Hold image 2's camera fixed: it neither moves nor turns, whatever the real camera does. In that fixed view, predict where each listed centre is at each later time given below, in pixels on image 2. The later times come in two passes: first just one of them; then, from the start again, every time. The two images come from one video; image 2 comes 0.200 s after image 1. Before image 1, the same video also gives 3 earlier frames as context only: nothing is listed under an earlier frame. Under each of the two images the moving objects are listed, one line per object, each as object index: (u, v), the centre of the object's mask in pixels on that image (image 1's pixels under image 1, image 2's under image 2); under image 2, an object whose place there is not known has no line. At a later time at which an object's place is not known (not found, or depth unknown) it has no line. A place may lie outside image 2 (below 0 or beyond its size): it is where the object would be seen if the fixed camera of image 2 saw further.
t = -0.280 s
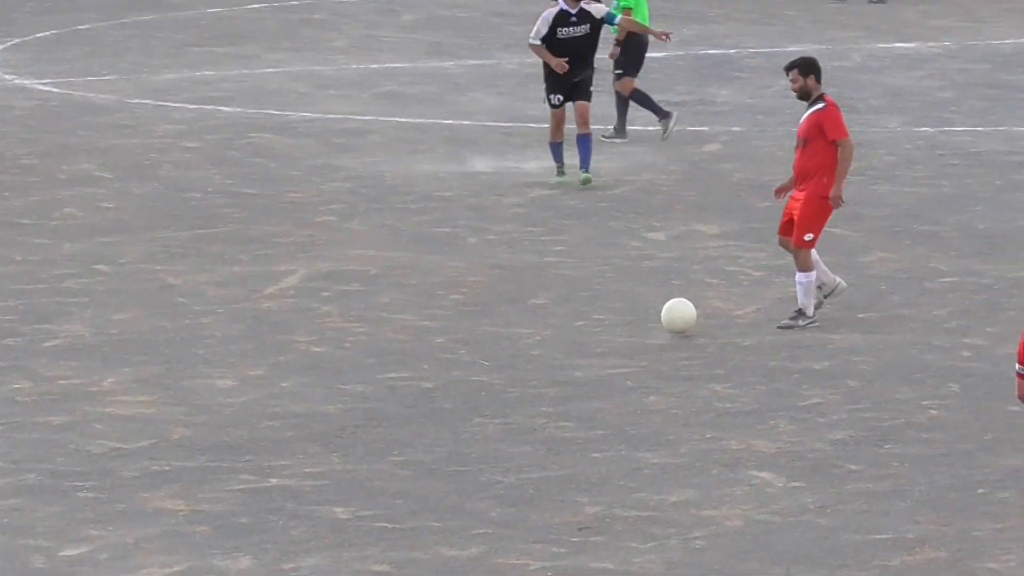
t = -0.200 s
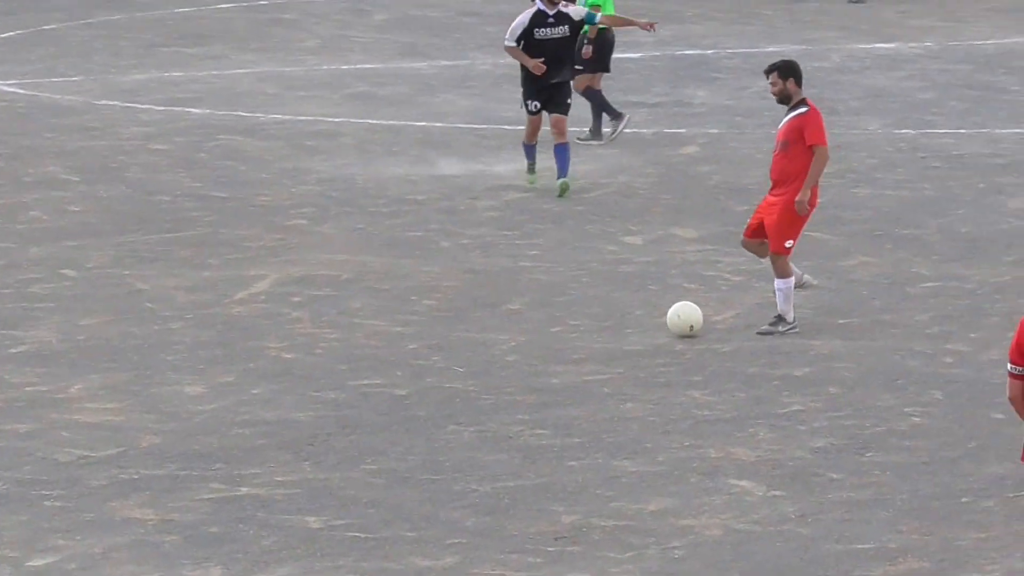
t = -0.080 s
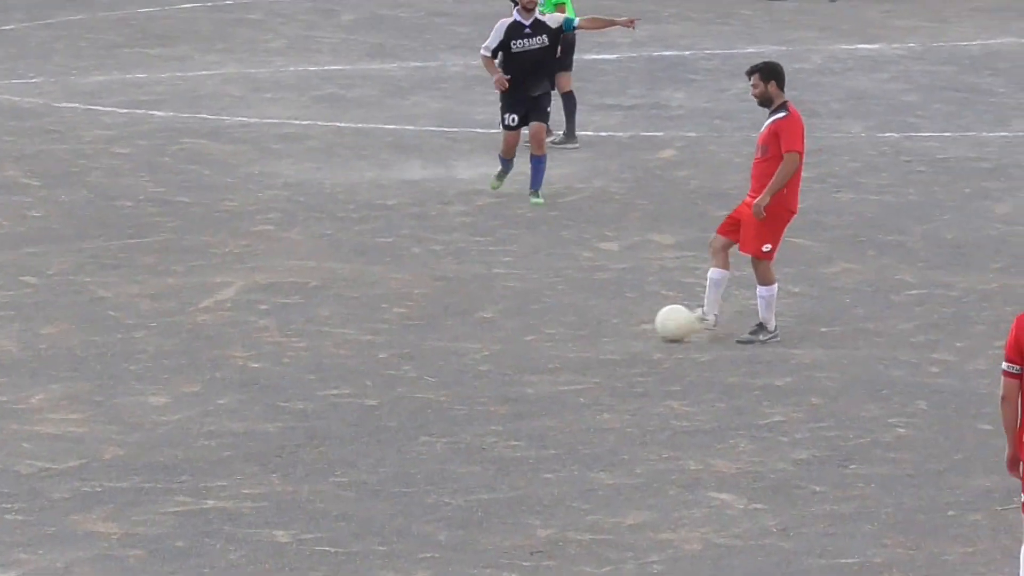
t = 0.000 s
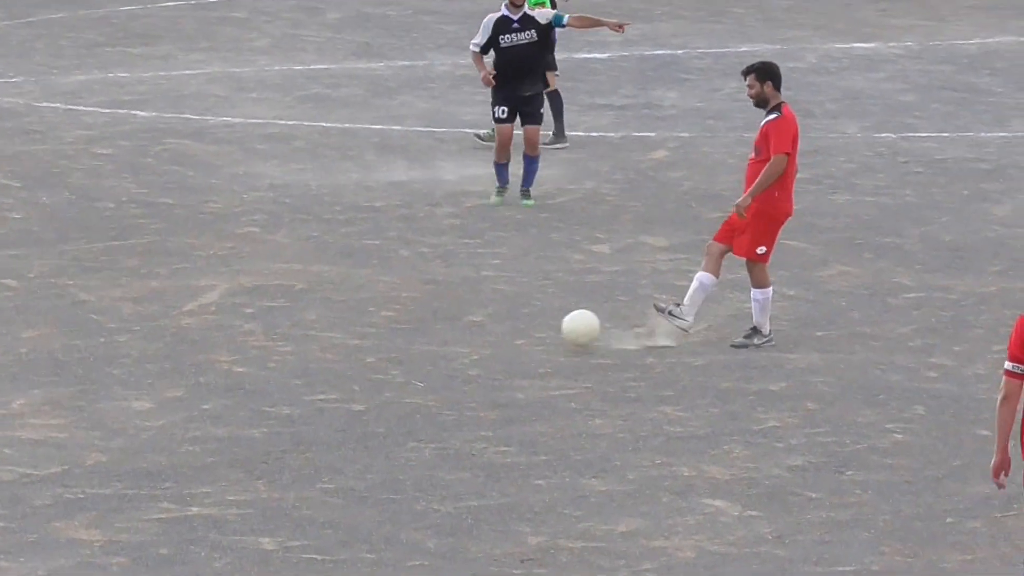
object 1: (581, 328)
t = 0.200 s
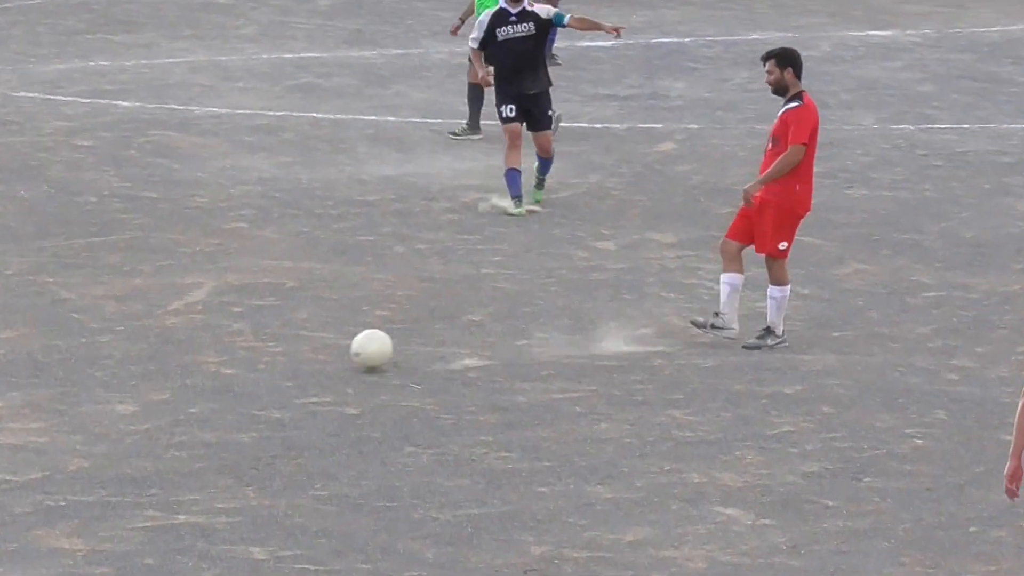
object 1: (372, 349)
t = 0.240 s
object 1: (331, 355)
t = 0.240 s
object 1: (331, 355)
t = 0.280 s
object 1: (295, 353)
